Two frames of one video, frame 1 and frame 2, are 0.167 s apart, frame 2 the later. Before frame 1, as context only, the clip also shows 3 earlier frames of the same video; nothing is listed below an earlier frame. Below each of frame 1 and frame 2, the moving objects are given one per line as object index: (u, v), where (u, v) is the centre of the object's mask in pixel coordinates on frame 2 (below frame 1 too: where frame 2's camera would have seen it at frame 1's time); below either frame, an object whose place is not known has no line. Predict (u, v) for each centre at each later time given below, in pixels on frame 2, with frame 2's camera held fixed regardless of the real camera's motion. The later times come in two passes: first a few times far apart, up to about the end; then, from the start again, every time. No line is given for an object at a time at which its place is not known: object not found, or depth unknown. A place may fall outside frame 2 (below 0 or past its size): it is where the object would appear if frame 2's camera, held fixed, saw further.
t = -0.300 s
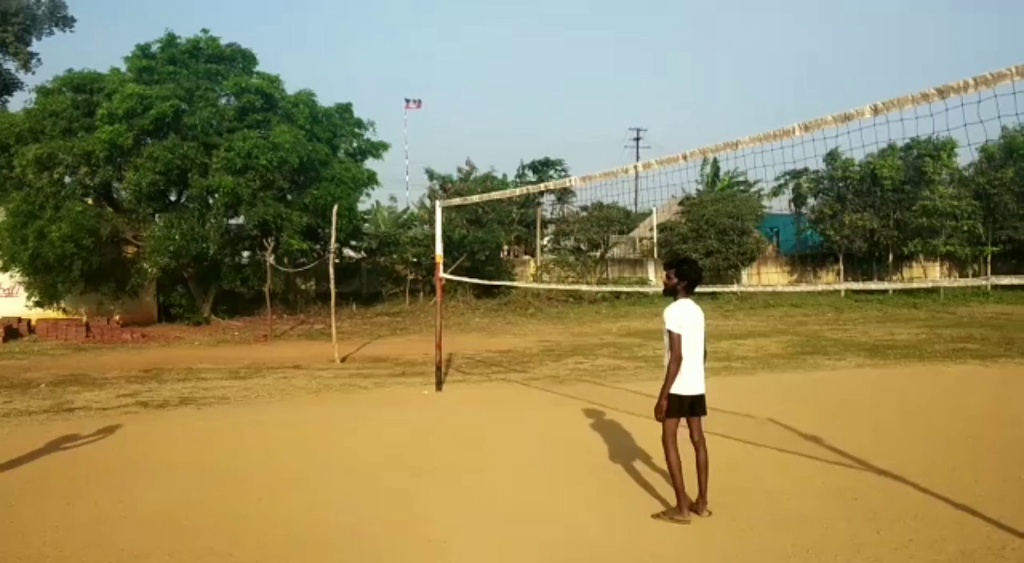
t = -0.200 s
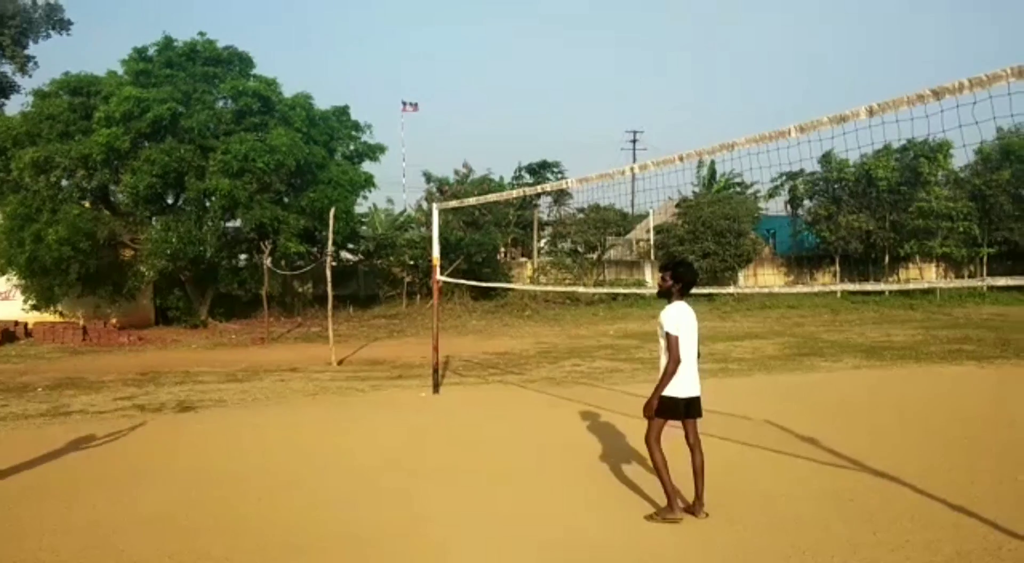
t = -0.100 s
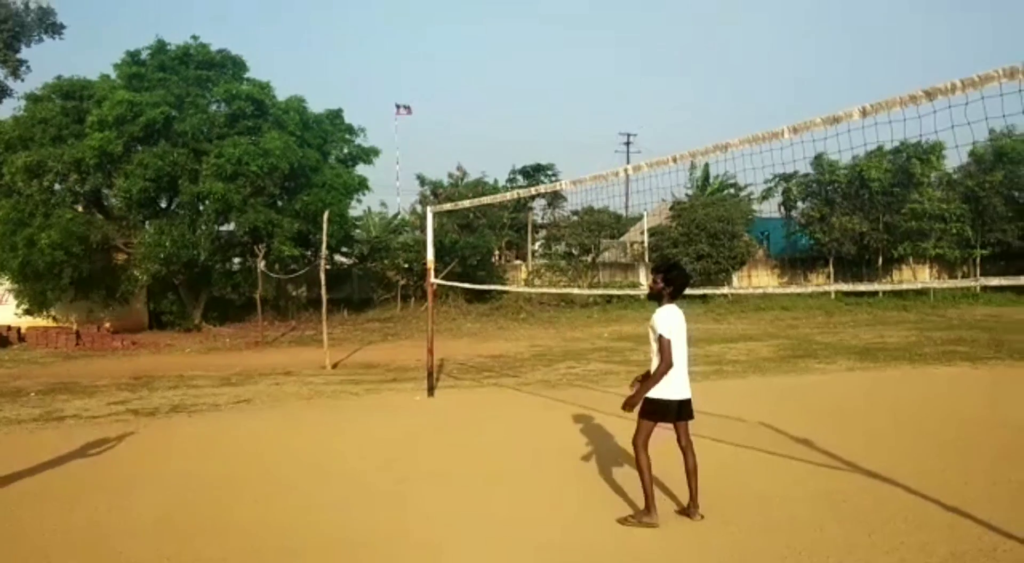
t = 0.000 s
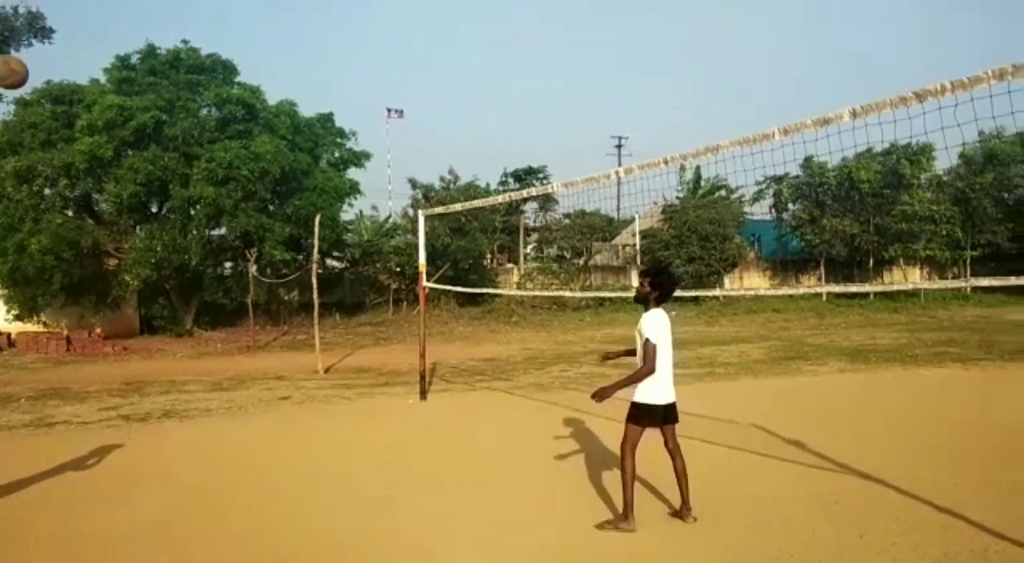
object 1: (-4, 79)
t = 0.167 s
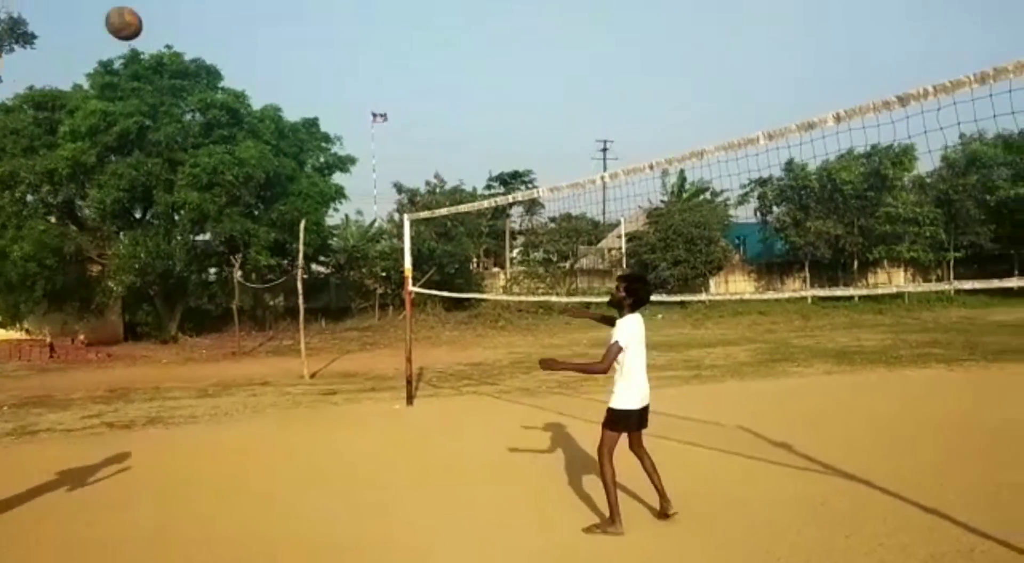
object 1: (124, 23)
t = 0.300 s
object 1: (223, 13)
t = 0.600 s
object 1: (431, 87)
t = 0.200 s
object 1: (149, 18)
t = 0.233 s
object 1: (175, 15)
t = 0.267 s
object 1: (199, 14)
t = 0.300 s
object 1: (223, 13)
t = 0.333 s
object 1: (248, 15)
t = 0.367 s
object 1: (272, 18)
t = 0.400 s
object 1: (295, 24)
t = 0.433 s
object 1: (319, 30)
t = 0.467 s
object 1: (342, 38)
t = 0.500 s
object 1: (365, 48)
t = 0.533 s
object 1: (387, 60)
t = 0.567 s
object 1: (410, 73)
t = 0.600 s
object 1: (431, 87)
